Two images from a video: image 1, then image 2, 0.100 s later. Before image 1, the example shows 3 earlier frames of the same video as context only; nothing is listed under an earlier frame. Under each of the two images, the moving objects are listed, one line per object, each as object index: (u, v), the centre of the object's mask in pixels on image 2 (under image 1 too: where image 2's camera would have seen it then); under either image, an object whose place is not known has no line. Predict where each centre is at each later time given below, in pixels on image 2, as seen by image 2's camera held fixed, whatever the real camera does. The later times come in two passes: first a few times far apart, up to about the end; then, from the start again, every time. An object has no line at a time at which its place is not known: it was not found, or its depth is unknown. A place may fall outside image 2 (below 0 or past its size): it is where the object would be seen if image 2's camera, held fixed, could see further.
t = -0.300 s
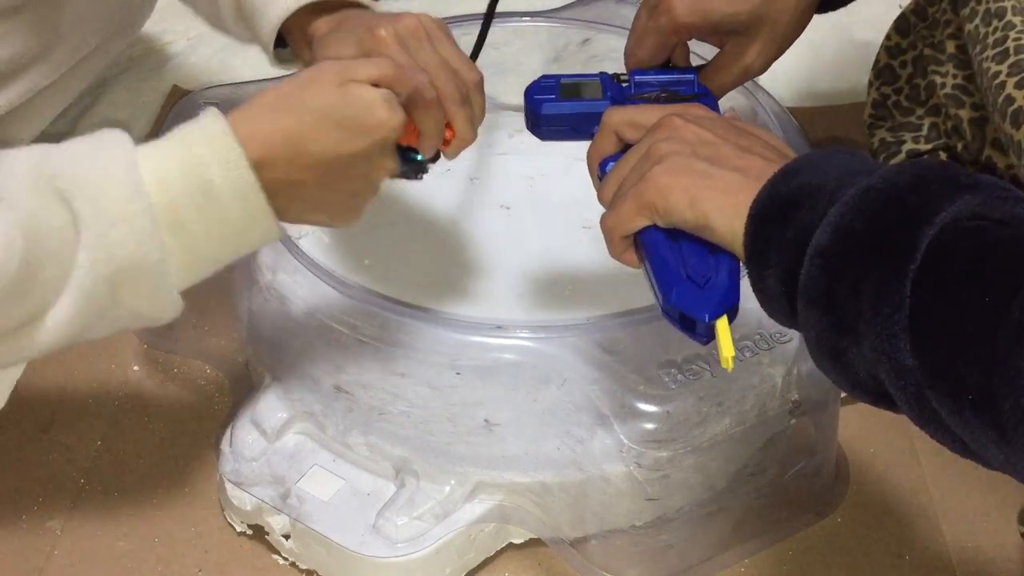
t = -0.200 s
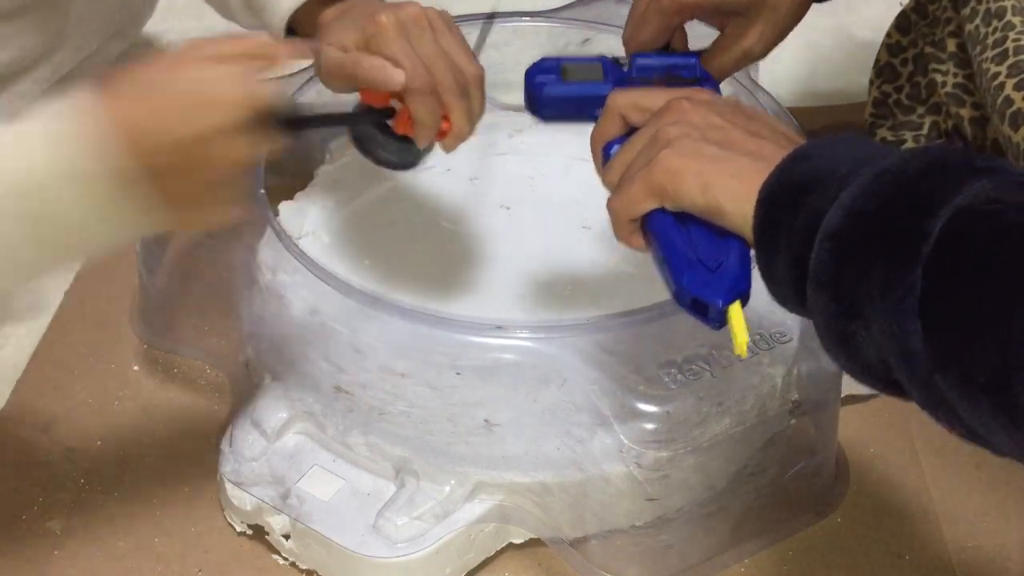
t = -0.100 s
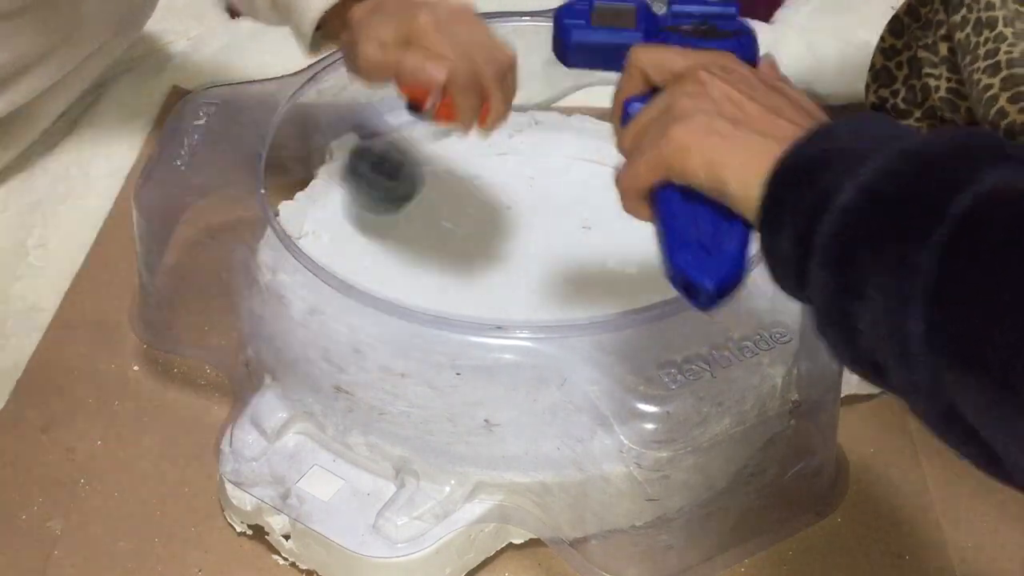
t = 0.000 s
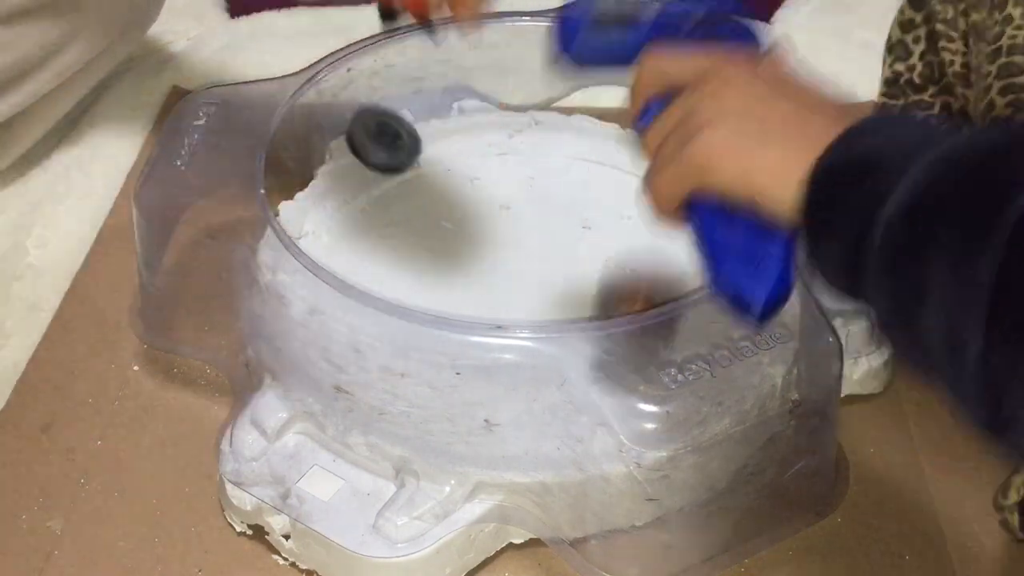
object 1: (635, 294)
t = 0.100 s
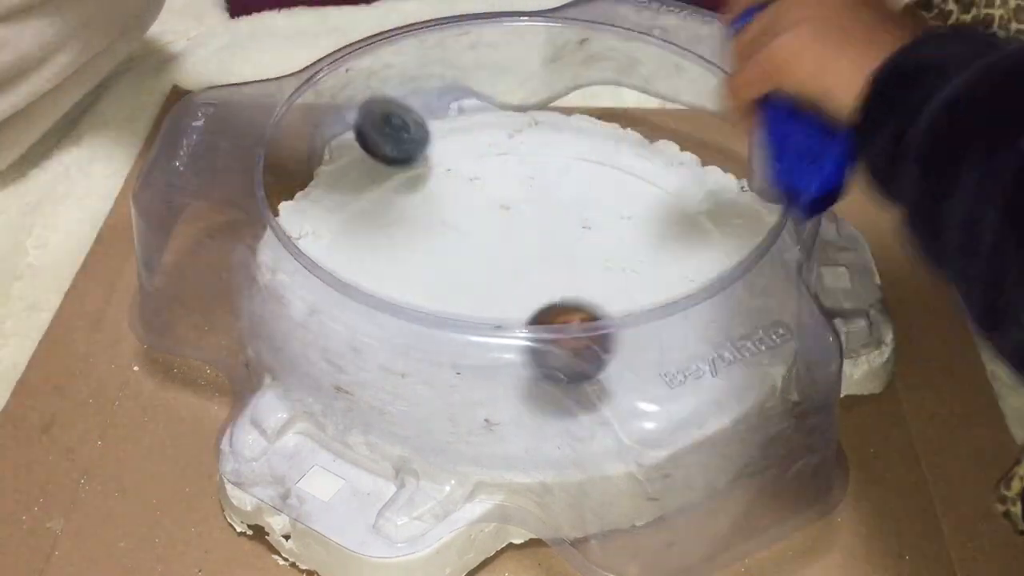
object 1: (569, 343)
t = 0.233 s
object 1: (457, 353)
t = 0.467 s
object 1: (383, 186)
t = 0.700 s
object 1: (613, 210)
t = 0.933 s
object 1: (541, 394)
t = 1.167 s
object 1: (301, 278)
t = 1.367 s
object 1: (416, 169)
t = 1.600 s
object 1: (678, 231)
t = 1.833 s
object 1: (545, 403)
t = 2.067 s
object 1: (343, 276)
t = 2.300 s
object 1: (526, 180)
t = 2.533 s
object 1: (678, 298)
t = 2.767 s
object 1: (481, 362)
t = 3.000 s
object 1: (431, 253)
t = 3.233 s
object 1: (541, 264)
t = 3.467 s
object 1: (539, 346)
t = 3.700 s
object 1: (477, 300)
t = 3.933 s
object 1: (545, 288)
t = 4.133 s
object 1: (569, 294)
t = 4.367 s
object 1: (572, 294)
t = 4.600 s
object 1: (571, 295)
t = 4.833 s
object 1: (571, 294)
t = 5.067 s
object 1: (566, 283)
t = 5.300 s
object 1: (552, 257)
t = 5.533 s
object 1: (561, 250)
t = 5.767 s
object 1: (561, 250)
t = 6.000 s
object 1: (562, 250)
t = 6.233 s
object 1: (560, 249)
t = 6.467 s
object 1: (504, 264)
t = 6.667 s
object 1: (486, 258)
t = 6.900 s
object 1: (487, 257)
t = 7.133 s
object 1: (488, 257)
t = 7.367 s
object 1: (501, 287)
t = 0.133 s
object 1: (543, 373)
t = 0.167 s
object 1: (517, 374)
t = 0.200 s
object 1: (487, 365)
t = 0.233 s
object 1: (457, 353)
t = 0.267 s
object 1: (428, 337)
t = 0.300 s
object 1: (404, 319)
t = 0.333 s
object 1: (389, 281)
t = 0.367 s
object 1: (373, 264)
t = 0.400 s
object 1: (365, 240)
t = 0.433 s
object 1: (369, 213)
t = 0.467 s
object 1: (383, 186)
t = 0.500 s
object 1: (406, 165)
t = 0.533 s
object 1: (442, 145)
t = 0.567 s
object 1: (482, 142)
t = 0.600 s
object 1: (515, 153)
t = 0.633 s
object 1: (552, 168)
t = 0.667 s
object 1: (583, 185)
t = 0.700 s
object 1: (613, 210)
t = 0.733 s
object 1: (638, 242)
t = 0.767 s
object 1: (649, 272)
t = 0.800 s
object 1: (649, 309)
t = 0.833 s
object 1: (637, 336)
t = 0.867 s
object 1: (614, 365)
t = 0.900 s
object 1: (585, 378)
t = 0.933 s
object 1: (541, 394)
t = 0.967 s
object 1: (496, 399)
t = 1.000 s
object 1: (451, 396)
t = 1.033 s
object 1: (404, 384)
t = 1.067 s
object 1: (365, 360)
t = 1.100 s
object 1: (331, 346)
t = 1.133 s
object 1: (309, 311)
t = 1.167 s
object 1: (301, 278)
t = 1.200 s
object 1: (301, 250)
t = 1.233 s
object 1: (315, 223)
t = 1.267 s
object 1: (319, 209)
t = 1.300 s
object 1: (345, 190)
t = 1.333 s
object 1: (375, 180)
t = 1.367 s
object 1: (416, 169)
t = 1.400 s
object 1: (458, 159)
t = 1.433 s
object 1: (503, 157)
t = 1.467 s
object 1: (545, 160)
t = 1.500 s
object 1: (587, 171)
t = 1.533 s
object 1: (624, 186)
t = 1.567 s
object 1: (653, 206)
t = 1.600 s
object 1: (678, 231)
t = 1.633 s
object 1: (692, 258)
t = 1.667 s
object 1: (699, 293)
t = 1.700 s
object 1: (691, 328)
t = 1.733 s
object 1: (673, 357)
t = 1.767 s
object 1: (643, 375)
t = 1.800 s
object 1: (599, 393)
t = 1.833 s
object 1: (545, 403)
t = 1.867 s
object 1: (489, 407)
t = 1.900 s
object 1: (441, 395)
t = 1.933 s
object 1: (399, 378)
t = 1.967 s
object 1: (372, 355)
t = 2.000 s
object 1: (352, 334)
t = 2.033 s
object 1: (343, 305)
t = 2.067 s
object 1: (343, 276)
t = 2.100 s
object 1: (355, 248)
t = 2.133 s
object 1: (371, 229)
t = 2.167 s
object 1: (393, 211)
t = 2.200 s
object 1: (423, 196)
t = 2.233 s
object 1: (458, 185)
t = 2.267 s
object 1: (493, 180)
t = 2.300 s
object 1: (526, 180)
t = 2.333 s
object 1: (558, 185)
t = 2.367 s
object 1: (591, 193)
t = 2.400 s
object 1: (621, 206)
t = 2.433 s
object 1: (647, 225)
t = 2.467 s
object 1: (666, 246)
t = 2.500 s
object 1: (675, 269)
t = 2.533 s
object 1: (678, 298)
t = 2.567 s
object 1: (667, 326)
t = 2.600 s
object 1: (650, 348)
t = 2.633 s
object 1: (620, 361)
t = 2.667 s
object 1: (586, 369)
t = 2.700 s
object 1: (552, 375)
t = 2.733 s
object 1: (505, 368)
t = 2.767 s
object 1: (481, 362)
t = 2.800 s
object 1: (462, 351)
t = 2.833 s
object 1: (443, 342)
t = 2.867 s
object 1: (428, 327)
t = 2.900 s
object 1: (425, 293)
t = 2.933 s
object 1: (418, 283)
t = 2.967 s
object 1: (420, 269)
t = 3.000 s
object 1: (431, 253)
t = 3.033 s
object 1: (443, 246)
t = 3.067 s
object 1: (456, 243)
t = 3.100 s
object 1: (471, 247)
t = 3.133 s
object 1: (485, 248)
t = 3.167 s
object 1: (503, 250)
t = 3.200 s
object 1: (522, 255)
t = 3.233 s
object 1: (541, 264)
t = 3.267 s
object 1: (557, 276)
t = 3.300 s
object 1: (569, 290)
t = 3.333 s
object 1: (573, 299)
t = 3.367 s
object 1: (571, 306)
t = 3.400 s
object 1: (566, 334)
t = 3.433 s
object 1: (554, 341)
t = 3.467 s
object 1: (539, 346)
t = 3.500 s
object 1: (522, 347)
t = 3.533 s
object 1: (504, 344)
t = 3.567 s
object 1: (490, 339)
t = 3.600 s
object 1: (480, 334)
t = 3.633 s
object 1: (479, 308)
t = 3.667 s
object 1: (476, 304)
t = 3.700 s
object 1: (477, 300)
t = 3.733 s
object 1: (484, 297)
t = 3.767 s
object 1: (493, 294)
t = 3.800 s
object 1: (503, 291)
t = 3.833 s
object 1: (515, 289)
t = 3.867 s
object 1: (526, 286)
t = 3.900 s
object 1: (536, 287)
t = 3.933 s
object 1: (545, 288)
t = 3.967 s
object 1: (554, 289)
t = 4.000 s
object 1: (561, 291)
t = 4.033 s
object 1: (566, 293)
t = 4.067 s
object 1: (568, 294)
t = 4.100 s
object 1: (568, 294)
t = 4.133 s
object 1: (569, 294)
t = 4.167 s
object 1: (572, 294)
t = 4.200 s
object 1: (572, 295)
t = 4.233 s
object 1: (572, 294)
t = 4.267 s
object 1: (572, 294)
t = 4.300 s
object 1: (572, 294)
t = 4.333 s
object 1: (572, 294)
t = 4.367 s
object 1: (572, 294)
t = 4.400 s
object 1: (571, 294)
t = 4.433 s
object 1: (571, 294)
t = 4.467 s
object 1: (571, 294)
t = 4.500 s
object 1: (571, 294)
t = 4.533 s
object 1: (571, 294)
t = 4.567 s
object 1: (571, 294)
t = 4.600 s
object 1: (571, 295)
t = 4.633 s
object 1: (571, 294)
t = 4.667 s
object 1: (571, 294)
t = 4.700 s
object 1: (571, 294)
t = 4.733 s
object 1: (571, 294)
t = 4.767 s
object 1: (571, 294)
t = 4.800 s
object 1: (571, 295)
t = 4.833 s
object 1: (571, 294)
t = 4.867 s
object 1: (571, 294)
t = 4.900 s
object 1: (571, 294)
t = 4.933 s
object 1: (572, 293)
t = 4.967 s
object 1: (573, 292)
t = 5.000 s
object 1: (571, 290)
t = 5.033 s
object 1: (569, 287)
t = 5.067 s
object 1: (566, 283)
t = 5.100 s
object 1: (563, 279)
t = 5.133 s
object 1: (560, 276)
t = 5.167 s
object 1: (558, 272)
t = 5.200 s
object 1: (556, 270)
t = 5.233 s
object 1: (554, 266)
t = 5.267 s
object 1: (553, 261)
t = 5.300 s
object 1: (552, 257)
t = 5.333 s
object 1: (551, 254)
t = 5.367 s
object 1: (553, 251)
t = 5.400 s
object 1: (556, 249)
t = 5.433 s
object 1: (560, 250)
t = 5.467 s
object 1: (562, 251)
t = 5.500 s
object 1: (562, 250)
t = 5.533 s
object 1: (561, 250)
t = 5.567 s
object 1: (561, 250)
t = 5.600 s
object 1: (561, 249)
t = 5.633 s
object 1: (561, 250)
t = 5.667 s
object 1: (561, 250)
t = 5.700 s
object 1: (561, 250)
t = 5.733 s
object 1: (561, 250)
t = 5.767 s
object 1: (561, 250)
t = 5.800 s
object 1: (562, 250)
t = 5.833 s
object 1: (562, 250)
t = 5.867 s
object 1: (561, 250)
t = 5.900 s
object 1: (561, 250)
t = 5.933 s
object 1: (562, 250)
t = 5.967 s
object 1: (562, 250)
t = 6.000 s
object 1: (562, 250)
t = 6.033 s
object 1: (561, 249)
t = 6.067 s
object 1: (561, 250)
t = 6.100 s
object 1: (561, 250)
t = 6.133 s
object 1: (561, 250)
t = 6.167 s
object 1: (561, 249)
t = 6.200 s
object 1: (561, 250)
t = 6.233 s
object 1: (560, 249)
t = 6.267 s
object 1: (558, 250)
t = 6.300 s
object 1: (554, 252)
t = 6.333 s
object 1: (543, 257)
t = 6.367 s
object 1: (532, 260)
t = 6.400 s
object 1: (522, 263)
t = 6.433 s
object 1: (512, 264)
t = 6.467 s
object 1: (504, 264)
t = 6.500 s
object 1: (498, 263)
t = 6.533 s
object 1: (492, 262)
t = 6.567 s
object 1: (489, 261)
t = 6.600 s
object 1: (487, 259)
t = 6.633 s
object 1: (486, 259)
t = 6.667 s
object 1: (486, 258)
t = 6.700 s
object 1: (486, 258)
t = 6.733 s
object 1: (486, 257)
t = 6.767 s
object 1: (486, 257)
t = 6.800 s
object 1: (486, 257)
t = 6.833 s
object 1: (487, 257)
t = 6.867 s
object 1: (487, 257)
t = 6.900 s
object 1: (487, 257)
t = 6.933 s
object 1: (487, 257)
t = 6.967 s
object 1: (487, 257)
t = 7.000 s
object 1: (487, 257)
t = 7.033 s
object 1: (487, 257)
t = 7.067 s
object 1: (487, 257)
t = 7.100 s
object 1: (487, 257)
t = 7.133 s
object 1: (488, 257)
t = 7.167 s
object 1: (489, 257)
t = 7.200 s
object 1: (493, 260)
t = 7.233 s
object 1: (498, 266)
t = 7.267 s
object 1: (501, 271)
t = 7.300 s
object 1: (501, 276)
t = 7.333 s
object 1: (501, 281)
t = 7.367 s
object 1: (501, 287)
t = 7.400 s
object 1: (499, 291)
